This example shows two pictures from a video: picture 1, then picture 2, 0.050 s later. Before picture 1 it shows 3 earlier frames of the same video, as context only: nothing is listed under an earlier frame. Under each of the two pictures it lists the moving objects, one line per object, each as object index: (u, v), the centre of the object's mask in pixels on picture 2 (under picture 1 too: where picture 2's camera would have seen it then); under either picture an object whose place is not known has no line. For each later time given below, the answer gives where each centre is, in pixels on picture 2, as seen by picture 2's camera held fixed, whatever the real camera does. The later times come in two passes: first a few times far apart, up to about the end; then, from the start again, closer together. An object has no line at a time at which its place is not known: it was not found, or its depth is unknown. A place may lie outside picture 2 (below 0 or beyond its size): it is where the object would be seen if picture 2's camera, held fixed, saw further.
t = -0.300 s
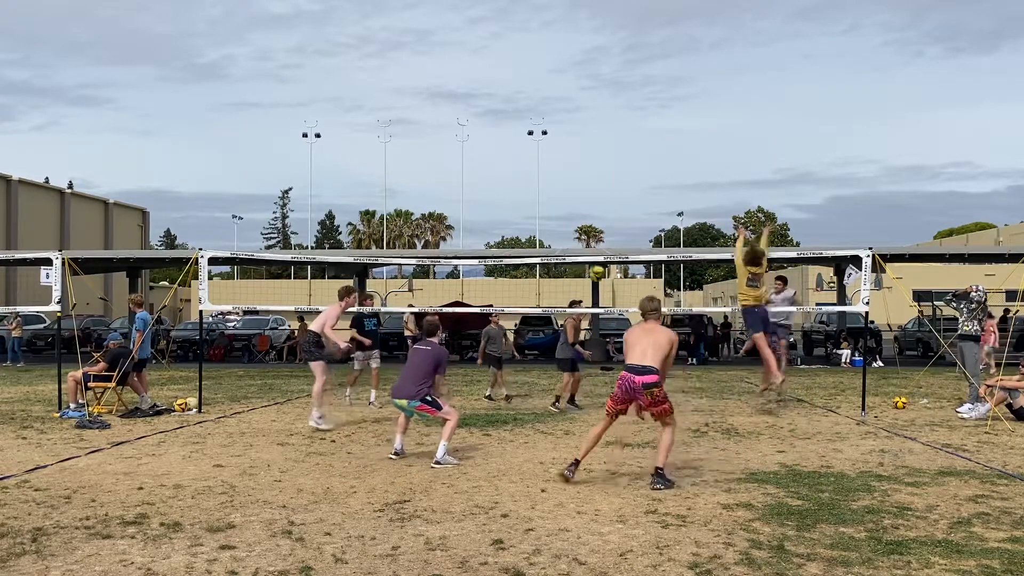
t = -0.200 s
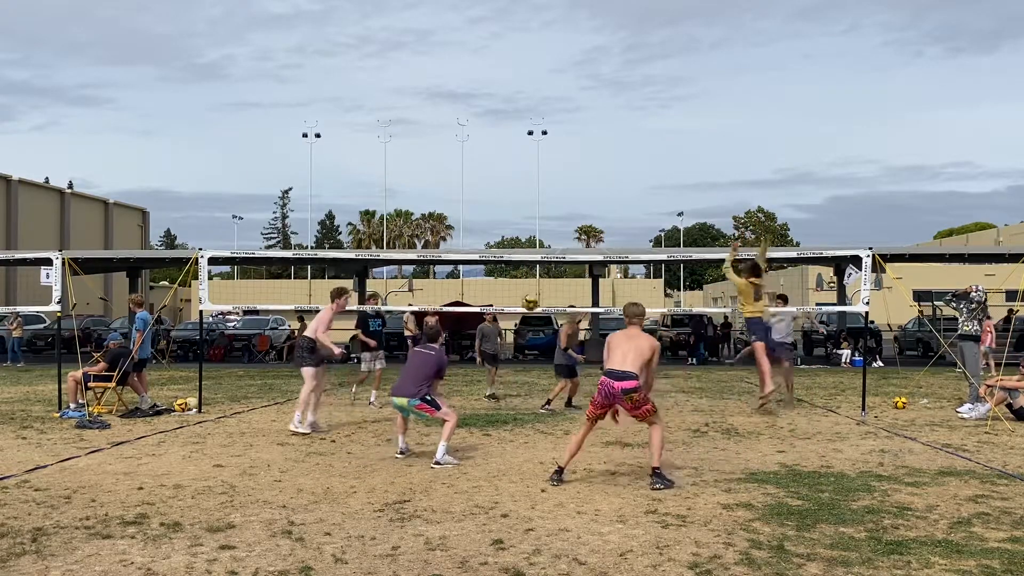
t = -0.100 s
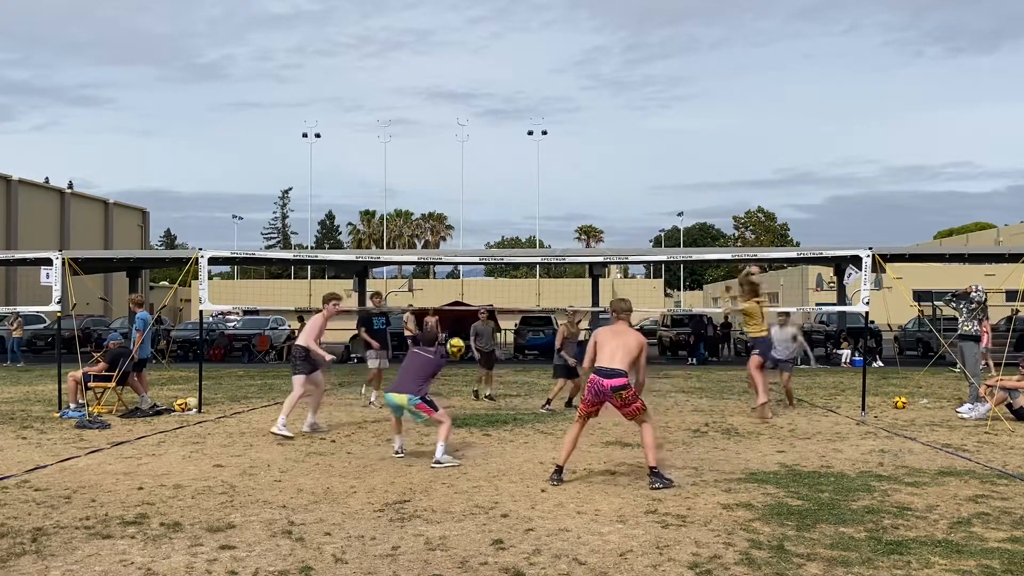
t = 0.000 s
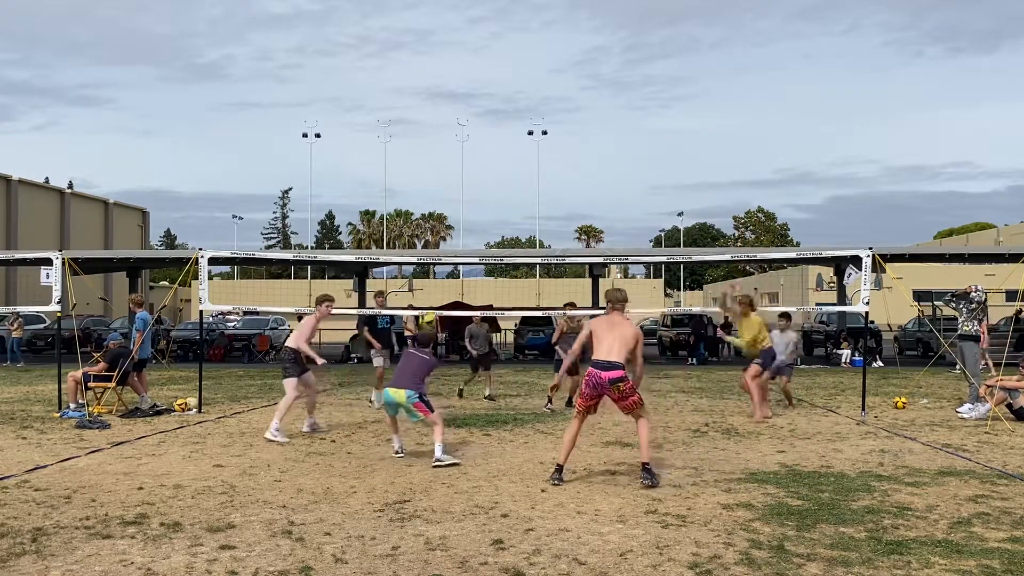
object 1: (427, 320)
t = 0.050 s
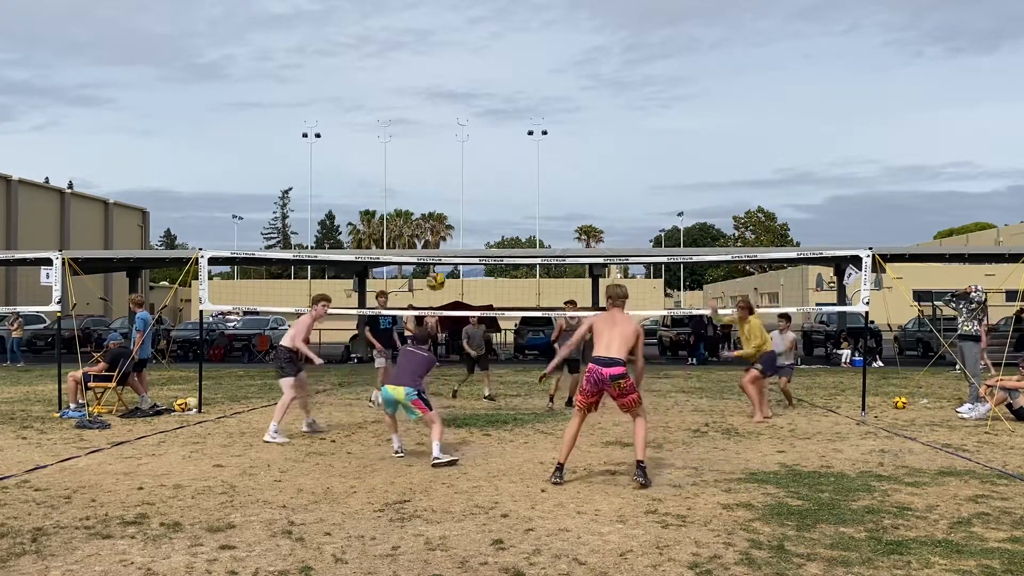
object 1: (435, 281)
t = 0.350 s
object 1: (470, 105)
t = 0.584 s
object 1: (492, 28)
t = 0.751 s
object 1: (507, 5)
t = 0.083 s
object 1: (440, 257)
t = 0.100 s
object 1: (442, 245)
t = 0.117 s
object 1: (445, 233)
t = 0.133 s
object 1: (448, 222)
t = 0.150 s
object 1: (448, 211)
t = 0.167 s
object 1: (450, 201)
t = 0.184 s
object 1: (452, 191)
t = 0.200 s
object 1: (454, 181)
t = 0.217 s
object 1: (456, 171)
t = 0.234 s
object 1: (458, 162)
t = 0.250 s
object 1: (459, 153)
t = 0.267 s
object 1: (461, 144)
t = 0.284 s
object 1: (463, 136)
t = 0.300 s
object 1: (465, 128)
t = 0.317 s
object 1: (466, 120)
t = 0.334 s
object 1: (468, 112)
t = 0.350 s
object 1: (470, 105)
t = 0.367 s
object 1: (471, 98)
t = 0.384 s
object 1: (473, 91)
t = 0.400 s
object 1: (475, 84)
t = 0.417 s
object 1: (477, 77)
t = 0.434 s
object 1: (478, 72)
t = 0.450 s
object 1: (480, 66)
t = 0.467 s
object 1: (481, 60)
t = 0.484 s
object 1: (483, 54)
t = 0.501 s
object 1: (485, 51)
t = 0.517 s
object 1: (486, 45)
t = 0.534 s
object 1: (487, 40)
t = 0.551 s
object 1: (489, 36)
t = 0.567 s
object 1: (491, 32)
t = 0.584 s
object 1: (492, 28)
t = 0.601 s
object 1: (494, 25)
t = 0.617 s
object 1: (495, 21)
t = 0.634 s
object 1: (497, 18)
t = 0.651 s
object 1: (498, 15)
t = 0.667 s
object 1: (499, 13)
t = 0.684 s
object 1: (501, 10)
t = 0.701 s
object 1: (503, 8)
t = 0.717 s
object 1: (504, 7)
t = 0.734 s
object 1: (505, 6)
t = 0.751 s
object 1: (507, 5)
